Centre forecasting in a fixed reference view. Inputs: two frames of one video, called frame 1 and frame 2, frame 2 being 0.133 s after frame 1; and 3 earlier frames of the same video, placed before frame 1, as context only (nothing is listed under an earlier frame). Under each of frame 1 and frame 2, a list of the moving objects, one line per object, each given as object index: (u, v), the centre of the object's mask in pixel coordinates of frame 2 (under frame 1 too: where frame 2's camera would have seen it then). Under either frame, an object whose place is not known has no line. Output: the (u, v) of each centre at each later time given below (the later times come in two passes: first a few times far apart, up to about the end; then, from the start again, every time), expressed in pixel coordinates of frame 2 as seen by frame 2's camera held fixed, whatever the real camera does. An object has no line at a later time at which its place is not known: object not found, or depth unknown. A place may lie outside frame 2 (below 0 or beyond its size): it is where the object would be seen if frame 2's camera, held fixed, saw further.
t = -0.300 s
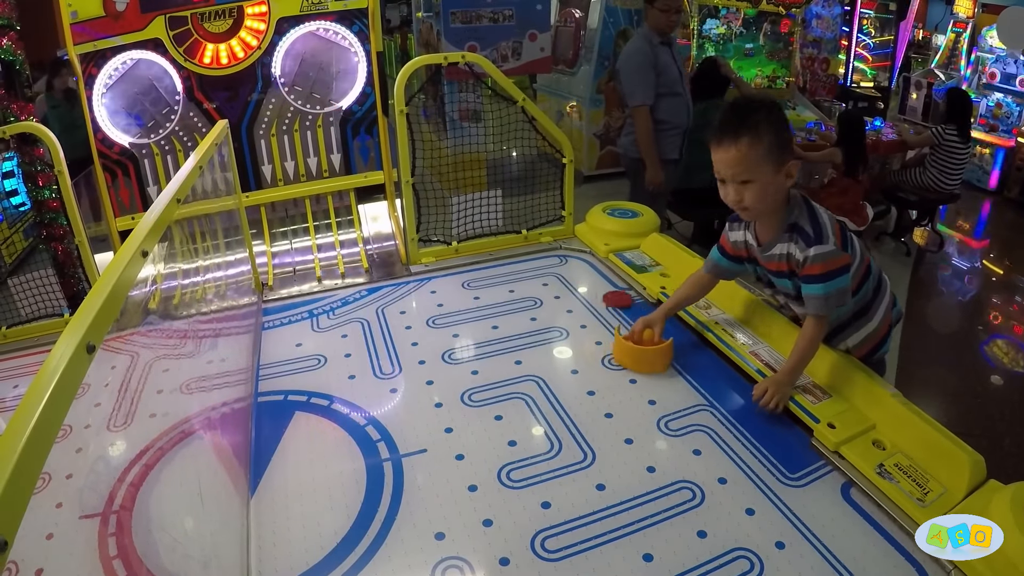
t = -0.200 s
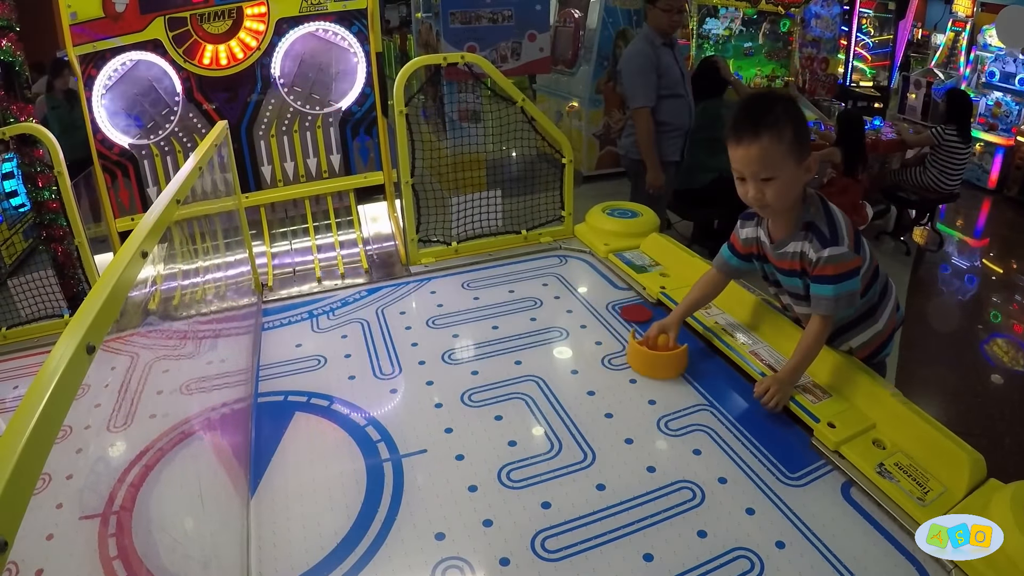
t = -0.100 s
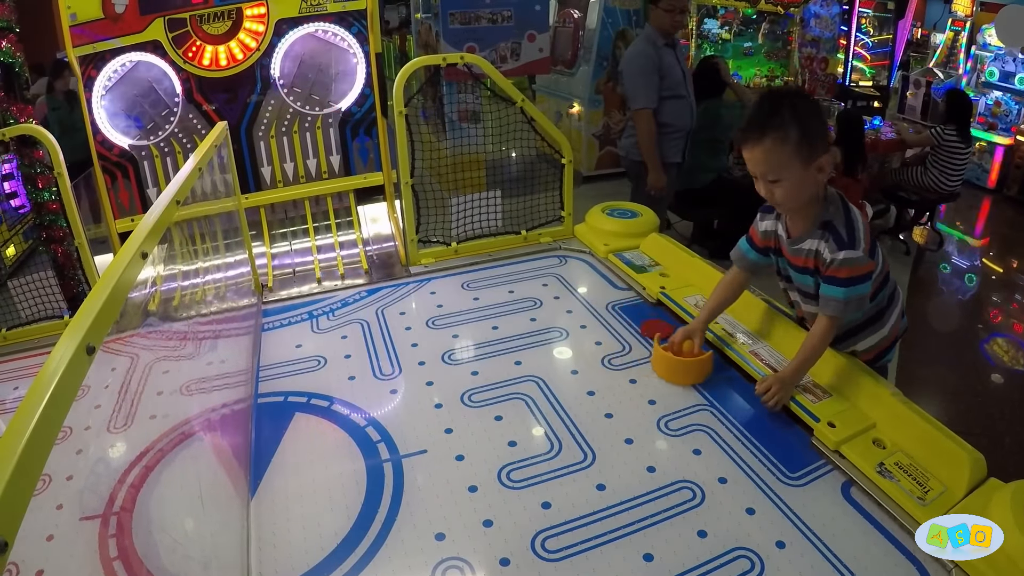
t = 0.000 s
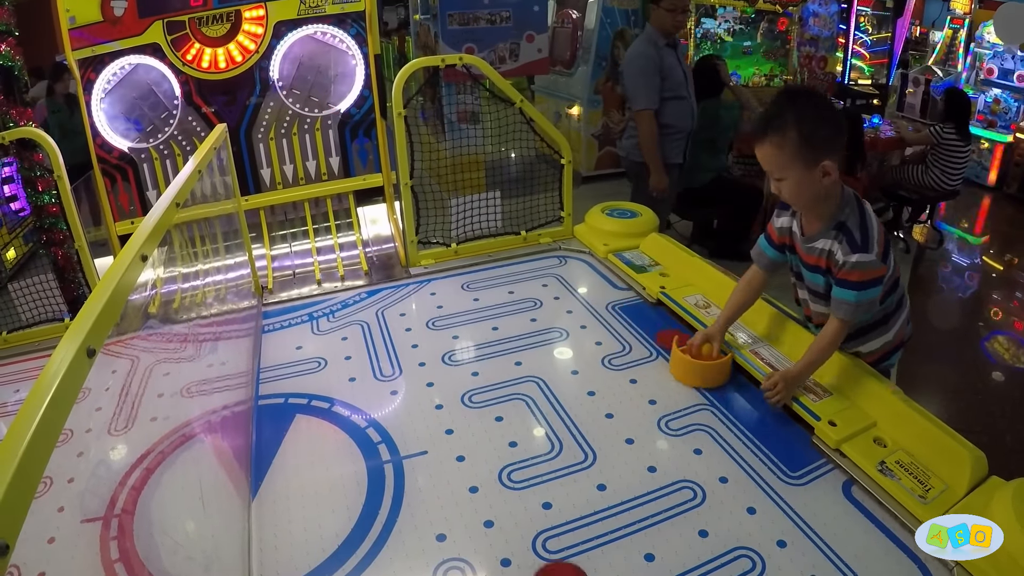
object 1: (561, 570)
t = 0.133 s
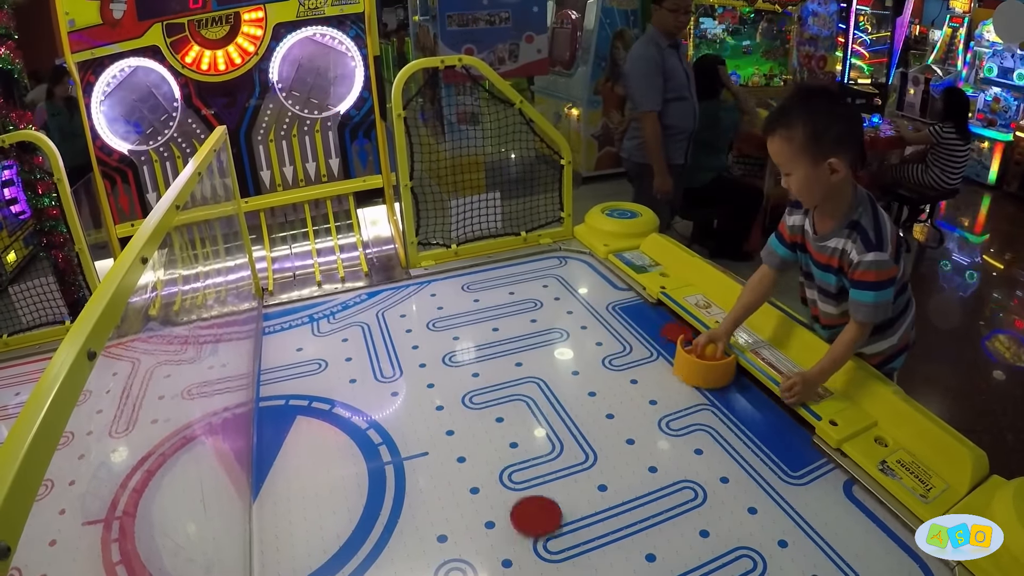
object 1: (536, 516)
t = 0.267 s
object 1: (516, 457)
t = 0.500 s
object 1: (491, 379)
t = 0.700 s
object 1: (477, 329)
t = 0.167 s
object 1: (530, 500)
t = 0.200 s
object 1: (525, 485)
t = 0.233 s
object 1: (520, 472)
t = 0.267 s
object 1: (516, 457)
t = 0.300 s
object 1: (511, 445)
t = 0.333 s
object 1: (507, 432)
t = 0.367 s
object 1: (504, 421)
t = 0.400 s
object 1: (500, 409)
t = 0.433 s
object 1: (497, 399)
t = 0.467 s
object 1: (494, 389)
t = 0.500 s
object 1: (491, 379)
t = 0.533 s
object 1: (488, 370)
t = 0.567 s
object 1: (485, 361)
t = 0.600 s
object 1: (483, 353)
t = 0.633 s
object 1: (481, 344)
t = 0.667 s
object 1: (479, 337)
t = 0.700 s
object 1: (477, 329)
